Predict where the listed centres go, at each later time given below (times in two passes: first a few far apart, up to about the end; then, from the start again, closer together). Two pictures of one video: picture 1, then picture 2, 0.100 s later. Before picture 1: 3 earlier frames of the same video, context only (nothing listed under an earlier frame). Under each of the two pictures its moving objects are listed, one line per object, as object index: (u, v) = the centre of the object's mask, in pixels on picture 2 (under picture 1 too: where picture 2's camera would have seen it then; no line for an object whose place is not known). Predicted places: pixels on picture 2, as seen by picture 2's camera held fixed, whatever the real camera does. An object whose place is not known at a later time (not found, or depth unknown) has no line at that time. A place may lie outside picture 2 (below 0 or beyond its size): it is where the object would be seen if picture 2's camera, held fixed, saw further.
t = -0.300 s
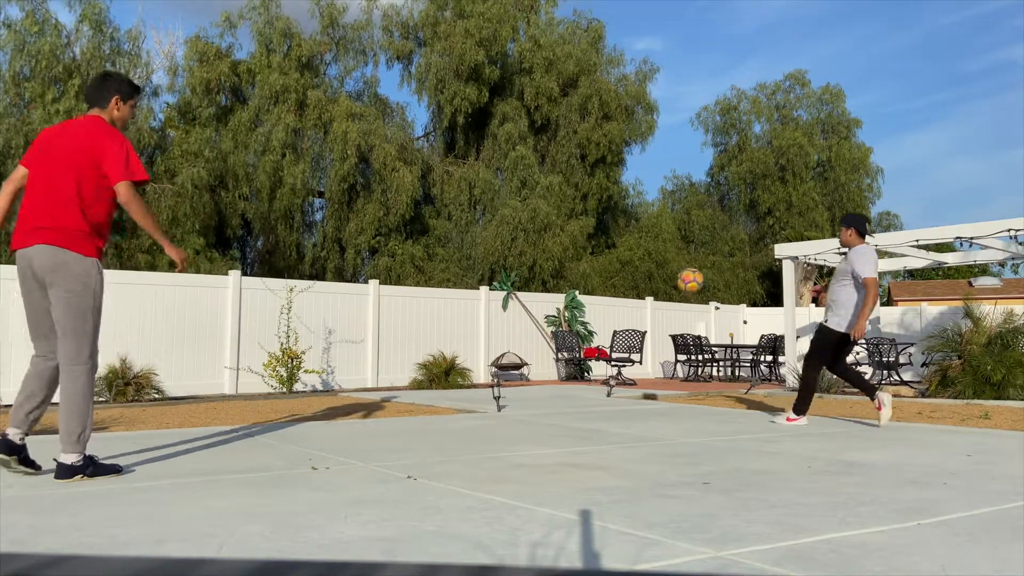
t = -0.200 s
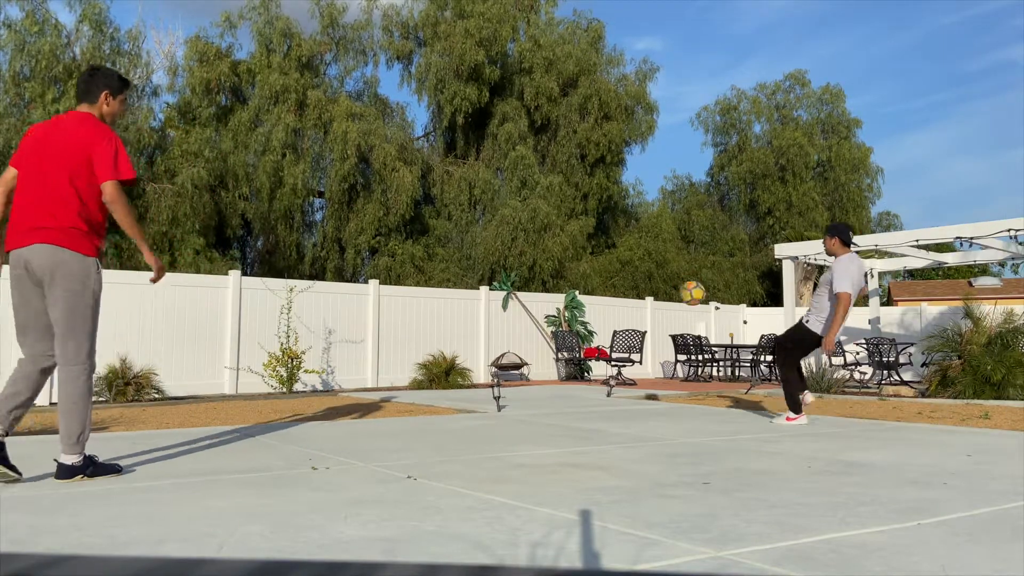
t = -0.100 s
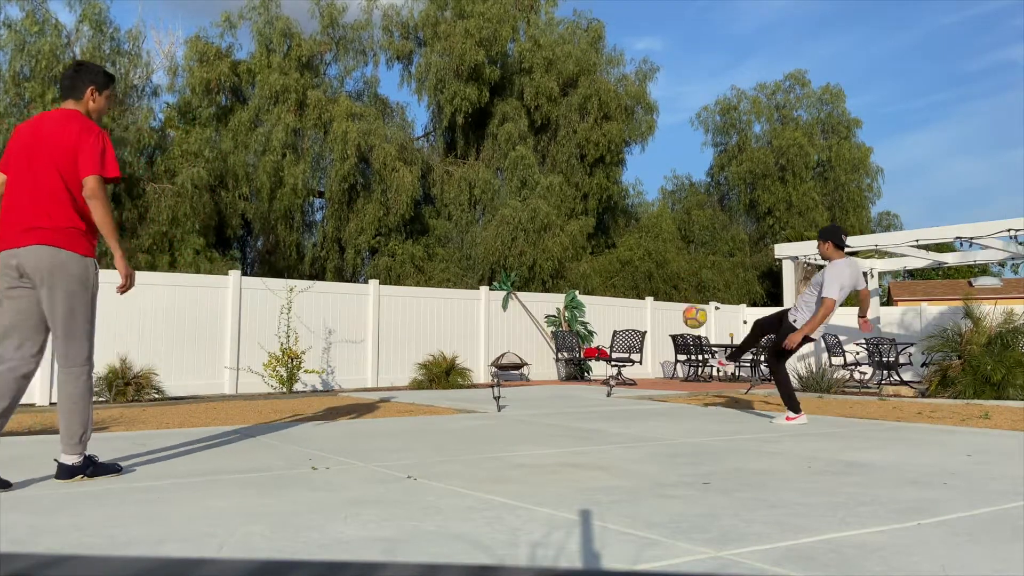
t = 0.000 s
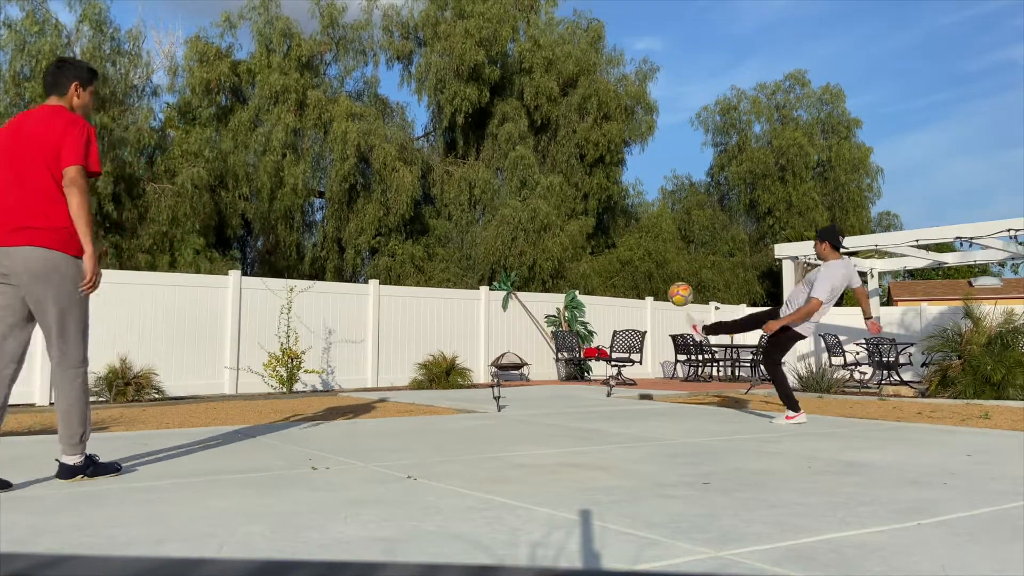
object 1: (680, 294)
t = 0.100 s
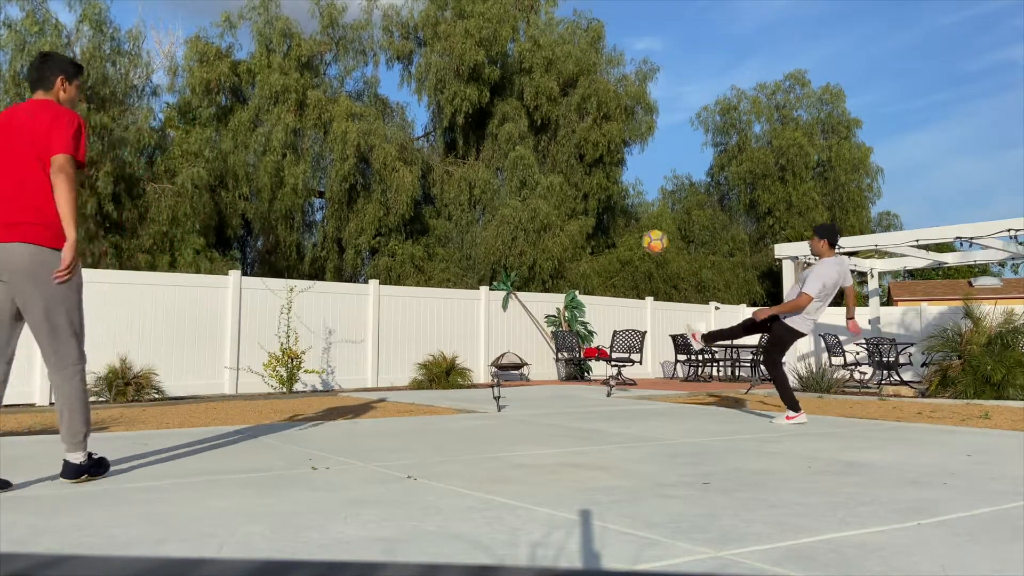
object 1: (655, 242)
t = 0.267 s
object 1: (610, 175)
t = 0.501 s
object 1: (542, 130)
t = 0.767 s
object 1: (448, 163)
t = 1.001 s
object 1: (348, 292)
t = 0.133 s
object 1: (646, 226)
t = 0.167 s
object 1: (637, 212)
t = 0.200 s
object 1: (628, 199)
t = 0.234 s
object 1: (619, 187)
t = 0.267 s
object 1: (610, 175)
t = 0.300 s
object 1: (601, 165)
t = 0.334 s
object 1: (592, 157)
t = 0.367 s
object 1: (582, 149)
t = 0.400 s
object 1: (573, 142)
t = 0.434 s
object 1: (562, 136)
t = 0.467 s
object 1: (552, 132)
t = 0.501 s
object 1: (542, 130)
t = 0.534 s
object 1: (531, 129)
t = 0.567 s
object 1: (520, 129)
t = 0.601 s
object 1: (509, 130)
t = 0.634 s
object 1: (498, 134)
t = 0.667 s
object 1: (486, 139)
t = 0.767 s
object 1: (448, 163)
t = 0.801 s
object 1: (435, 175)
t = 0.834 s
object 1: (423, 189)
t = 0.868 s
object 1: (408, 205)
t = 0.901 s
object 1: (394, 223)
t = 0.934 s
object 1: (379, 243)
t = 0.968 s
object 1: (364, 266)
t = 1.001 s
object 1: (348, 292)
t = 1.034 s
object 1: (332, 320)
